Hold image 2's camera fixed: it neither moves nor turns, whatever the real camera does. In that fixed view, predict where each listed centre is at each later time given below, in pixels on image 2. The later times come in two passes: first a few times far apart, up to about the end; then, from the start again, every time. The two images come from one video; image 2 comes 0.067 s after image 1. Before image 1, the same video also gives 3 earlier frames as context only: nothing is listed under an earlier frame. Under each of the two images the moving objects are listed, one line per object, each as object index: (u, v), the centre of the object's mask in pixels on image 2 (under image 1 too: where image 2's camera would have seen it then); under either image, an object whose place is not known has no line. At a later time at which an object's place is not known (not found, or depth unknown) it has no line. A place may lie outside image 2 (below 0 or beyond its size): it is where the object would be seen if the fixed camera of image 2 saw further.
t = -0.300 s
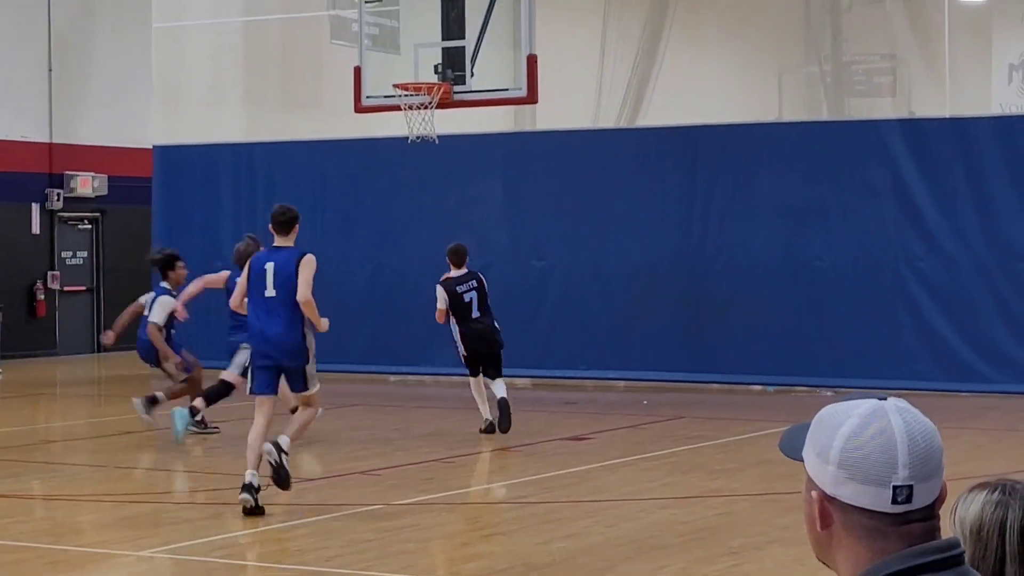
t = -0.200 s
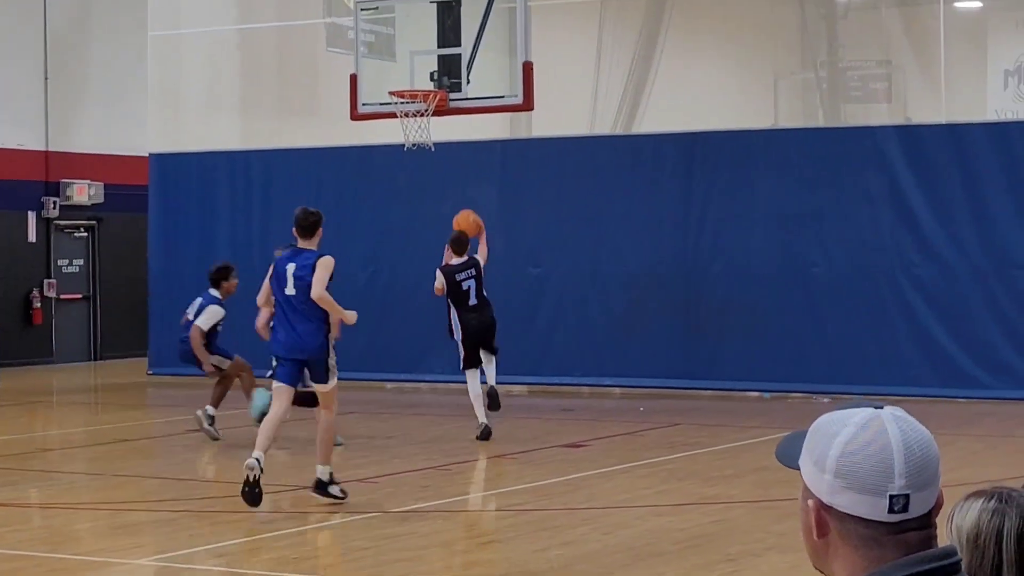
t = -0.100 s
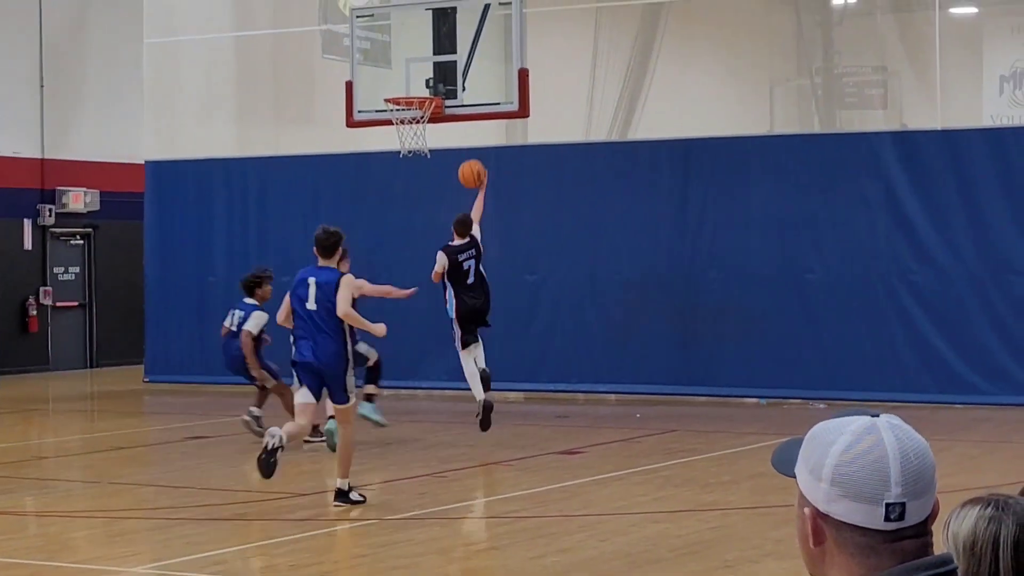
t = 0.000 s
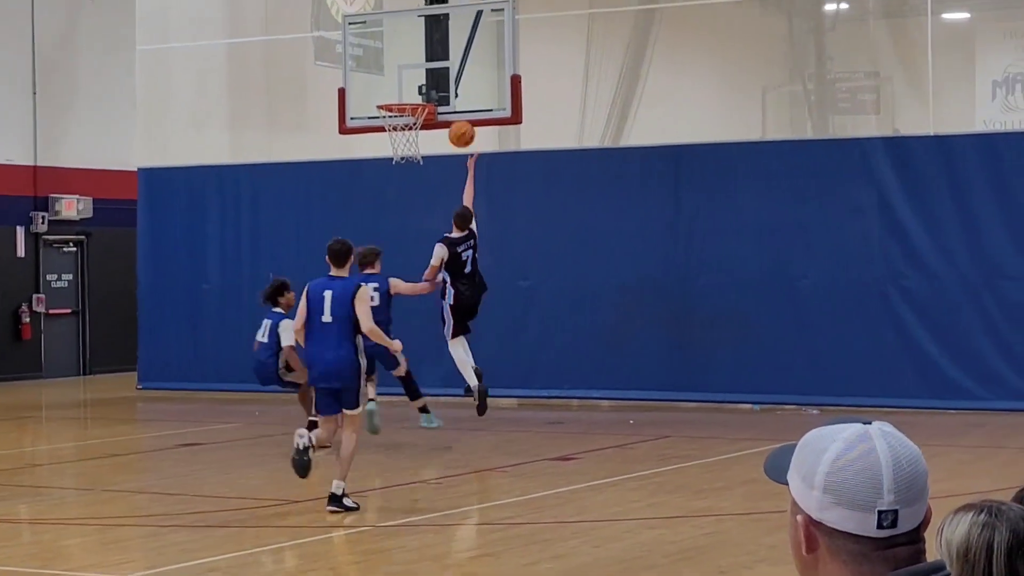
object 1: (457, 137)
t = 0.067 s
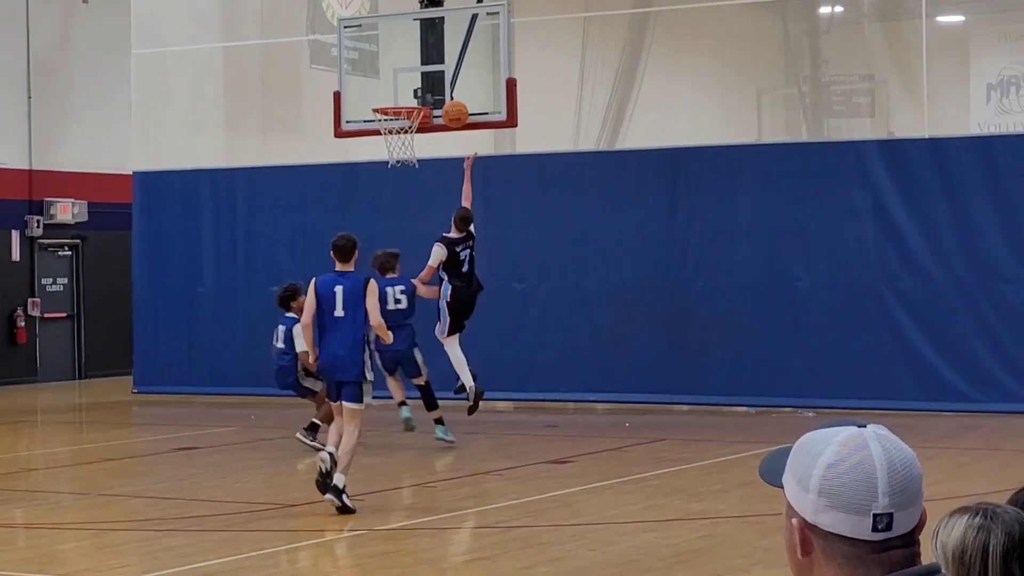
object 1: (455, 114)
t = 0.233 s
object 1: (438, 81)
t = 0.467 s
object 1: (401, 90)
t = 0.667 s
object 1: (394, 102)
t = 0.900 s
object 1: (392, 143)
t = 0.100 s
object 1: (453, 104)
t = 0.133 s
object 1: (452, 95)
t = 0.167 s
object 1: (448, 89)
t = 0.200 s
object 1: (442, 85)
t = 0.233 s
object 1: (438, 81)
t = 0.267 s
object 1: (433, 79)
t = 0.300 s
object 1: (428, 77)
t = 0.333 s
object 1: (423, 77)
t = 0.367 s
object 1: (417, 78)
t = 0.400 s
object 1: (412, 81)
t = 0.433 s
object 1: (406, 85)
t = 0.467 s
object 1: (401, 90)
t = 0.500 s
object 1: (396, 95)
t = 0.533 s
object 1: (395, 96)
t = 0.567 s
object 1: (395, 96)
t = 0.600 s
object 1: (394, 97)
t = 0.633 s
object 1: (394, 99)
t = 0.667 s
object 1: (394, 102)
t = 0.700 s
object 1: (392, 108)
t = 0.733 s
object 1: (392, 114)
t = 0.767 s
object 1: (392, 123)
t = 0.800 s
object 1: (392, 129)
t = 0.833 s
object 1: (392, 135)
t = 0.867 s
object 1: (392, 140)
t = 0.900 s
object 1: (392, 143)
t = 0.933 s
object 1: (393, 147)
